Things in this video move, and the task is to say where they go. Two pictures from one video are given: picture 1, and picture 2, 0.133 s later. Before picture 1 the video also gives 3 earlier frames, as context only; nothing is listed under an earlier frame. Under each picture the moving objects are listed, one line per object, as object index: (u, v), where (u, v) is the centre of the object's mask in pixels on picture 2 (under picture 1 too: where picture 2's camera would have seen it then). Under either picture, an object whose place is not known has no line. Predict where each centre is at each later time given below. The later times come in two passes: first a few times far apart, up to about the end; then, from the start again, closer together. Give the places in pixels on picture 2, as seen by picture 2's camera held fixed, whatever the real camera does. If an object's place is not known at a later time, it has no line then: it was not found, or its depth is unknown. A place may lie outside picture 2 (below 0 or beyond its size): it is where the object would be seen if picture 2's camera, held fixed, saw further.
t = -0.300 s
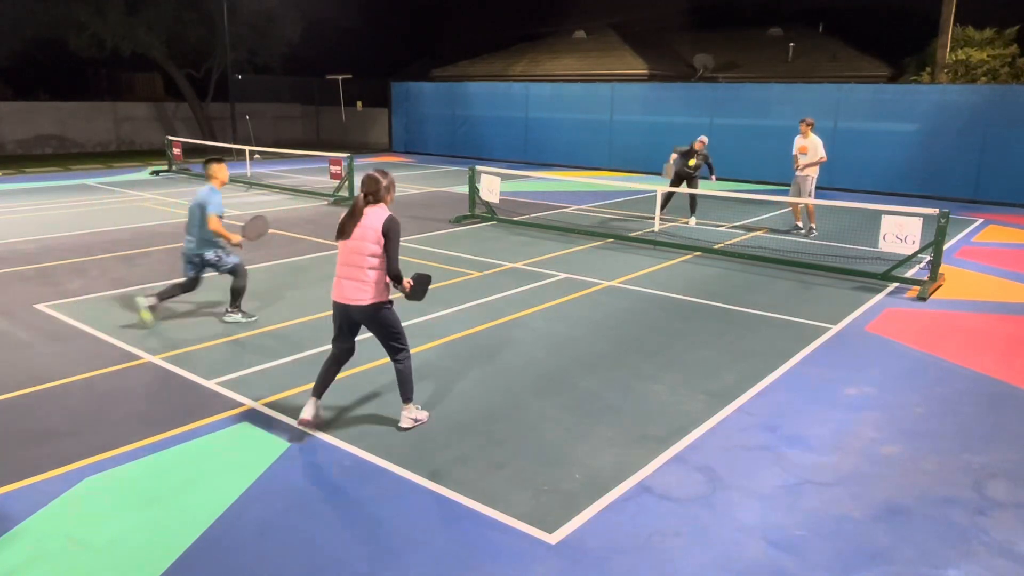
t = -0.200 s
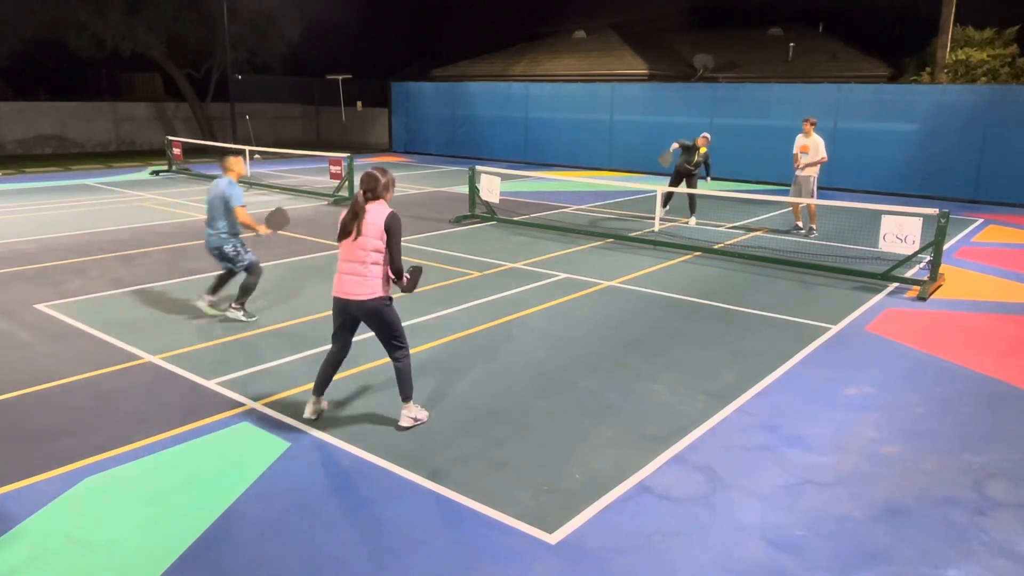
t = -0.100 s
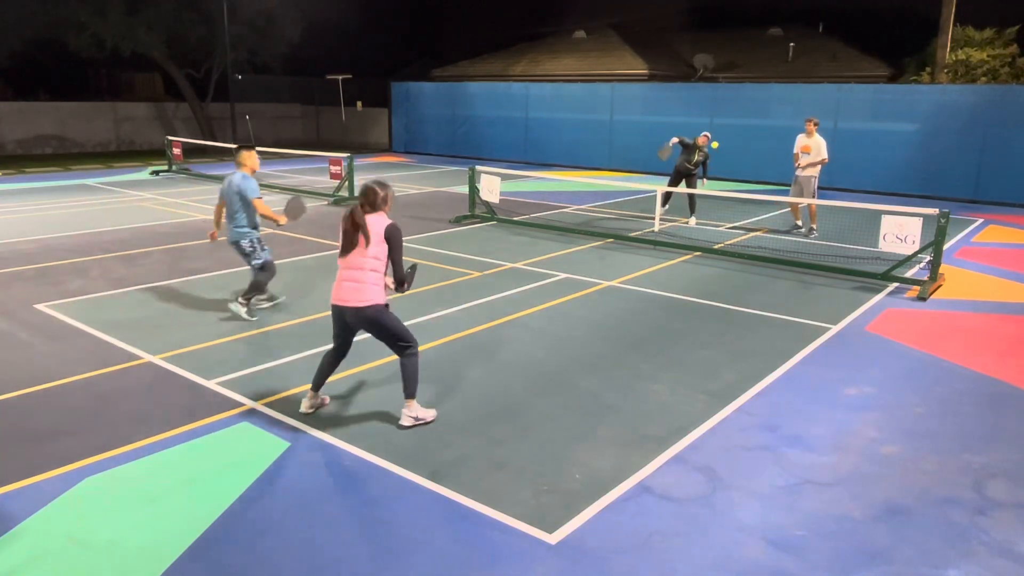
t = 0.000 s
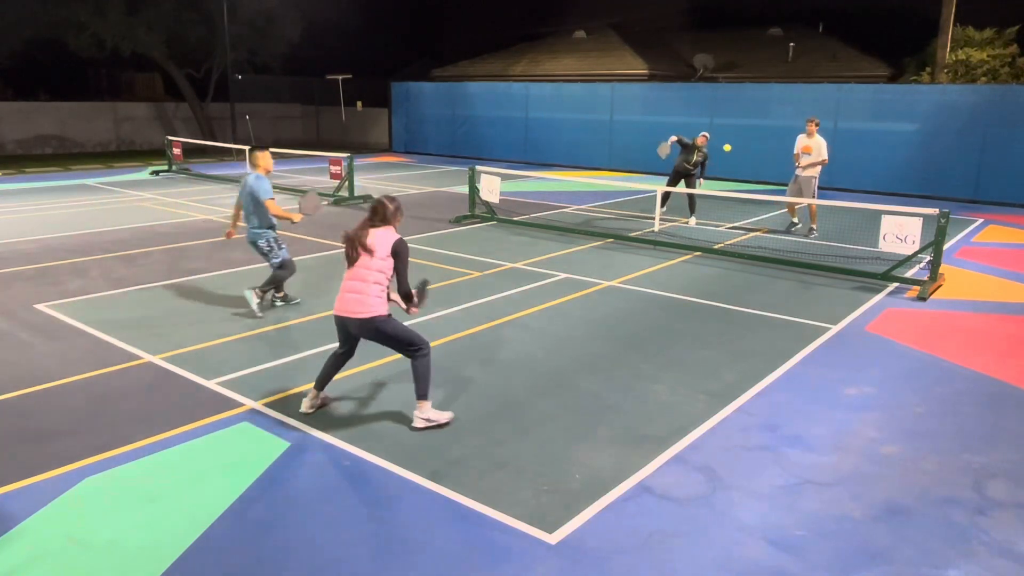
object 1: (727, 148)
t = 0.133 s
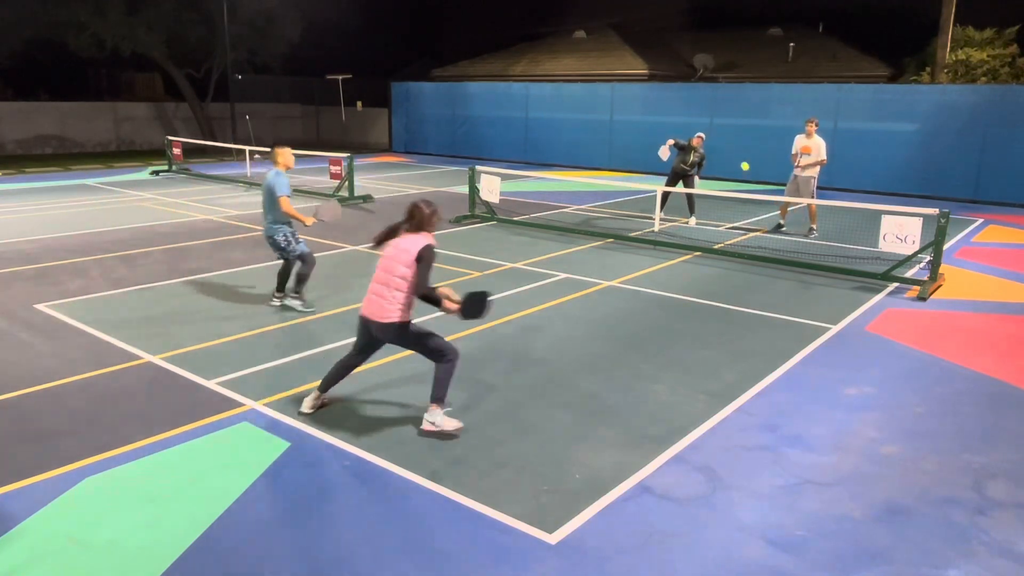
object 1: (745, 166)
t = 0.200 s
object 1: (754, 183)
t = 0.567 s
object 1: (811, 304)
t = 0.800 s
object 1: (871, 281)
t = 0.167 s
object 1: (749, 174)
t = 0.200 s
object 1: (754, 183)
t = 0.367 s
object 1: (776, 247)
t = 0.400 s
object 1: (781, 265)
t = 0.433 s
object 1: (785, 283)
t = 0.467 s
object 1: (790, 304)
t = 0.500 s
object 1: (796, 320)
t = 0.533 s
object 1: (803, 312)
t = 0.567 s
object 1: (811, 304)
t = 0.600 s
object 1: (820, 297)
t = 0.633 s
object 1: (828, 292)
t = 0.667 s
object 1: (837, 287)
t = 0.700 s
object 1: (845, 284)
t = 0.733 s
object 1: (854, 282)
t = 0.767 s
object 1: (863, 281)
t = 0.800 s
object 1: (871, 281)
